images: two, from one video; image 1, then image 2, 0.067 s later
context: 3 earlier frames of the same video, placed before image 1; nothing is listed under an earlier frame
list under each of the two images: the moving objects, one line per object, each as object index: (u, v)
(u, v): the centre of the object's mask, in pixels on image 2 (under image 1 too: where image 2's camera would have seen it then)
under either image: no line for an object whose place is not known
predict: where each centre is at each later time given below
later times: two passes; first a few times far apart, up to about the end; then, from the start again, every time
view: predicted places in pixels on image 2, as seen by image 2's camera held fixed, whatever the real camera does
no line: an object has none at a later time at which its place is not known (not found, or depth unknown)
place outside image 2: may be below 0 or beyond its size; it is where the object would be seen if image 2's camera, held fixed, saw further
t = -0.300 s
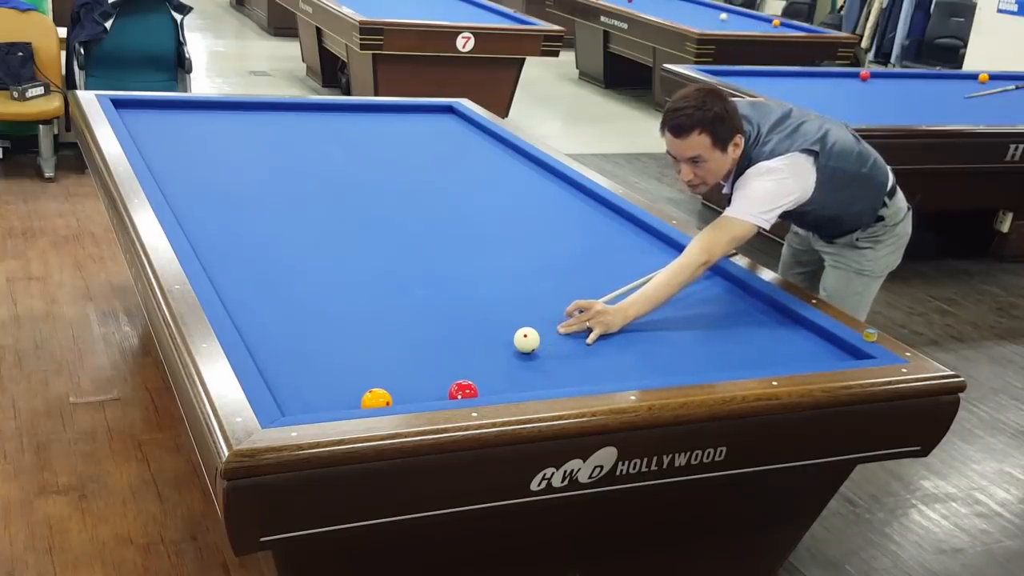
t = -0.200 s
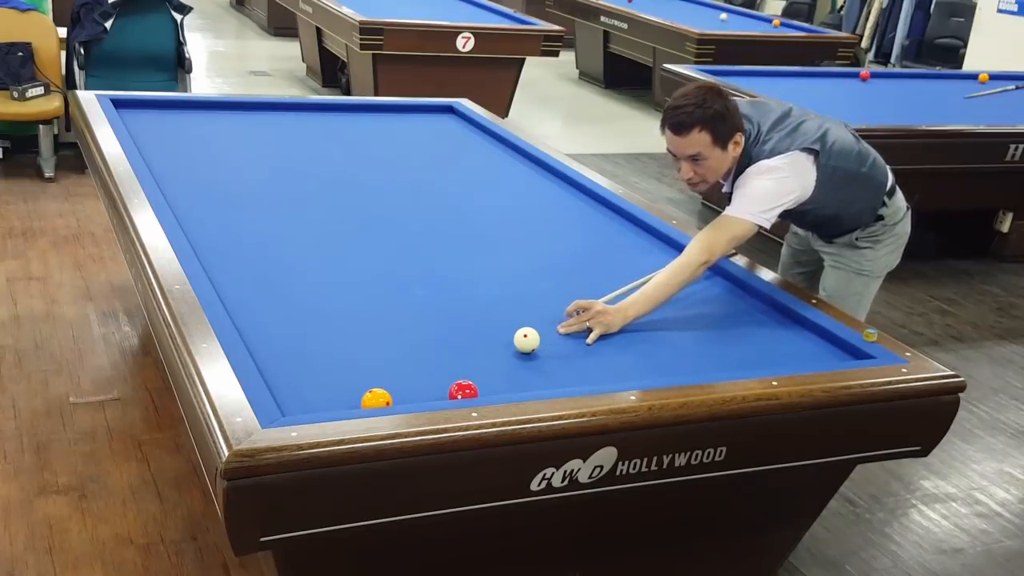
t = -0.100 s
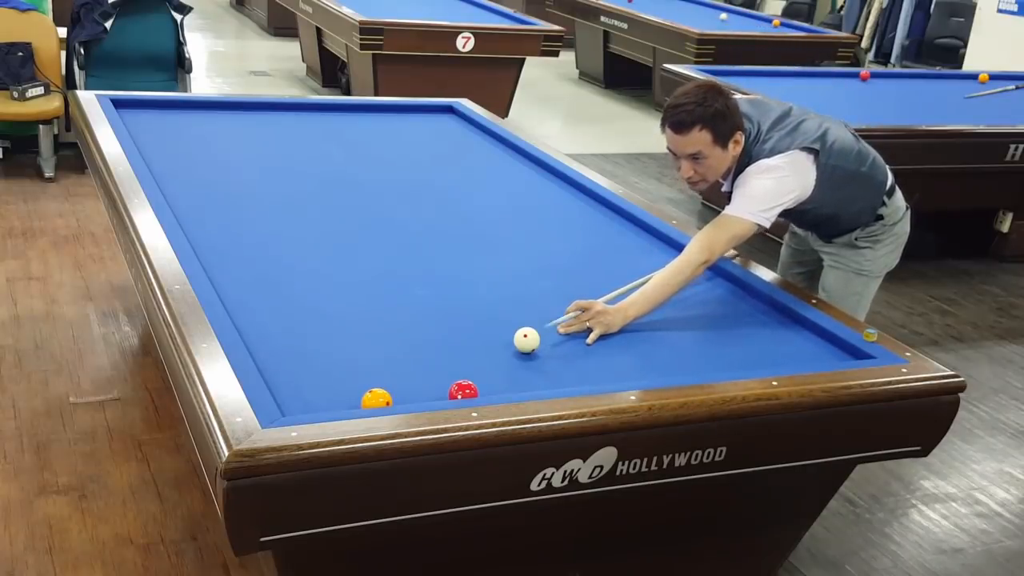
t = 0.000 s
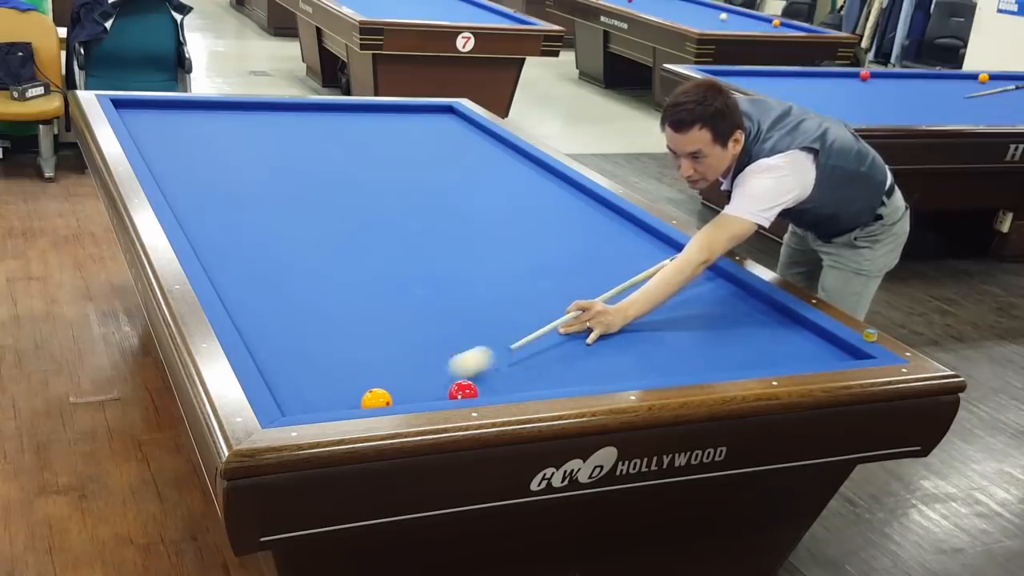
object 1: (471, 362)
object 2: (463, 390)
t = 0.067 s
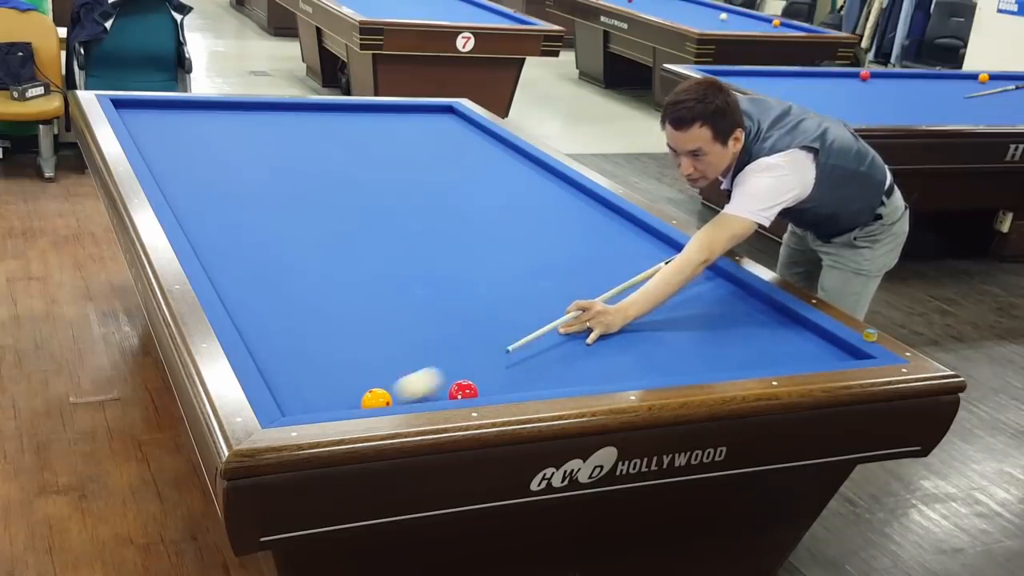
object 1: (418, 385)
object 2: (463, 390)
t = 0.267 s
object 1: (387, 398)
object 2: (463, 390)
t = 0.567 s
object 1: (323, 401)
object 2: (463, 390)
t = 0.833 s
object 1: (311, 403)
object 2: (463, 390)
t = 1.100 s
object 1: (348, 401)
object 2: (463, 390)
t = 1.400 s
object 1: (381, 397)
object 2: (463, 390)
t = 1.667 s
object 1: (406, 393)
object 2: (463, 390)
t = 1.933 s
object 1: (429, 389)
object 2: (463, 390)
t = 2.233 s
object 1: (441, 384)
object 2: (467, 389)
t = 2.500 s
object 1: (448, 378)
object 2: (471, 388)
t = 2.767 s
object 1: (455, 373)
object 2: (476, 387)
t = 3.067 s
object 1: (462, 369)
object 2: (479, 386)
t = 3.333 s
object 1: (468, 365)
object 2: (481, 386)
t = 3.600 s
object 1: (472, 363)
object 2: (481, 386)
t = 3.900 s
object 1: (477, 360)
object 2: (480, 386)
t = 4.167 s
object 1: (480, 358)
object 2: (480, 386)
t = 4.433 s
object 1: (482, 356)
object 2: (480, 386)
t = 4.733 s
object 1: (483, 355)
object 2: (480, 386)
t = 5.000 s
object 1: (485, 354)
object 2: (480, 386)
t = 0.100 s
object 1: (398, 392)
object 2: (463, 390)
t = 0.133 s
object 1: (397, 394)
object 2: (463, 390)
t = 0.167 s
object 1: (397, 395)
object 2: (463, 390)
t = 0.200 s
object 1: (395, 396)
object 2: (463, 390)
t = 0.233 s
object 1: (392, 397)
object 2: (463, 390)
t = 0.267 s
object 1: (387, 398)
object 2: (463, 390)
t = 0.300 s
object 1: (382, 397)
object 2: (463, 390)
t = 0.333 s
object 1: (376, 397)
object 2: (463, 390)
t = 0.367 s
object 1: (369, 397)
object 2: (463, 390)
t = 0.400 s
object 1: (361, 398)
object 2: (463, 390)
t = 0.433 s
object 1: (353, 398)
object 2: (463, 390)
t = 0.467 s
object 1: (346, 399)
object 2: (463, 390)
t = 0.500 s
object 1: (338, 399)
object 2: (463, 390)
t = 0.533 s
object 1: (330, 400)
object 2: (463, 390)
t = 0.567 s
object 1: (323, 401)
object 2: (463, 390)
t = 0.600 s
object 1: (315, 401)
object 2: (463, 390)
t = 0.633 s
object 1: (307, 402)
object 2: (463, 390)
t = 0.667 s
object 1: (299, 402)
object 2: (463, 390)
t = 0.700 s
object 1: (293, 403)
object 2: (463, 390)
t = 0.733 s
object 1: (295, 403)
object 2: (463, 390)
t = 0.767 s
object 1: (301, 403)
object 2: (463, 390)
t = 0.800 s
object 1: (306, 403)
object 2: (463, 390)
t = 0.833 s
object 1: (311, 403)
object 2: (463, 390)
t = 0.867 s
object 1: (315, 403)
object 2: (463, 390)
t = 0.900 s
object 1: (320, 403)
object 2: (463, 390)
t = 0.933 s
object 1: (325, 402)
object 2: (463, 390)
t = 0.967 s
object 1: (330, 402)
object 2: (463, 390)
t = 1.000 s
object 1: (335, 402)
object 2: (463, 390)
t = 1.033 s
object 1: (339, 402)
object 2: (463, 390)
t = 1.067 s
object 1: (344, 401)
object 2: (463, 390)
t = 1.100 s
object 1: (348, 401)
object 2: (463, 390)
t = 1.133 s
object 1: (353, 401)
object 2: (463, 390)
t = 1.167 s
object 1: (357, 400)
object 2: (463, 390)
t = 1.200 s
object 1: (360, 400)
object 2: (463, 390)
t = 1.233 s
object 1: (364, 400)
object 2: (463, 390)
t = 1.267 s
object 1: (367, 399)
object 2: (463, 390)
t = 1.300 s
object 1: (371, 398)
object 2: (463, 390)
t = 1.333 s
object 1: (374, 398)
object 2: (463, 390)
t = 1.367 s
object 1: (377, 397)
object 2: (463, 390)
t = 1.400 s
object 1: (381, 397)
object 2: (463, 390)
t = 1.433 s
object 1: (384, 396)
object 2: (463, 390)
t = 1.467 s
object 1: (387, 396)
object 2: (463, 390)
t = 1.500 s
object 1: (390, 395)
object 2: (463, 390)
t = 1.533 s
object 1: (393, 395)
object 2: (463, 390)
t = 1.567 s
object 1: (396, 395)
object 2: (463, 390)
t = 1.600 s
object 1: (399, 394)
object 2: (463, 390)
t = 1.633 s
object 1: (403, 393)
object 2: (463, 390)
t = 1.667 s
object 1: (406, 393)
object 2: (463, 390)
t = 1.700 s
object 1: (409, 392)
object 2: (463, 390)
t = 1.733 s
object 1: (412, 392)
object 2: (463, 390)
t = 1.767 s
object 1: (415, 391)
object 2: (463, 390)
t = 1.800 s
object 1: (417, 391)
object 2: (463, 390)
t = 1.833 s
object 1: (420, 390)
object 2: (463, 390)
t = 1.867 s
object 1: (423, 390)
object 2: (463, 390)
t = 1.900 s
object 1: (426, 389)
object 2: (463, 390)
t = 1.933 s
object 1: (429, 389)
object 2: (463, 390)
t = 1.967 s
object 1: (431, 388)
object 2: (463, 390)
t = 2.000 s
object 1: (434, 388)
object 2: (463, 390)
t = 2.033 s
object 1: (435, 387)
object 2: (464, 390)
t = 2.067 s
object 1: (436, 387)
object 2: (464, 390)
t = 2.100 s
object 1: (437, 386)
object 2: (465, 390)
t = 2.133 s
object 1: (438, 386)
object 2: (466, 389)
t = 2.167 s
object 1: (439, 385)
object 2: (466, 389)
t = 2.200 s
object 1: (440, 385)
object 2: (467, 389)
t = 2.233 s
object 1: (441, 384)
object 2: (467, 389)
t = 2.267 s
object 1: (442, 383)
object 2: (468, 389)
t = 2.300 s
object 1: (443, 382)
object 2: (468, 389)
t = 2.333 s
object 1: (444, 382)
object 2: (469, 389)
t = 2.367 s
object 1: (445, 381)
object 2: (469, 388)
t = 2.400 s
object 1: (446, 380)
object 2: (470, 388)
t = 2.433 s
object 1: (447, 380)
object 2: (470, 388)
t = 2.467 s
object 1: (447, 379)
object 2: (471, 388)
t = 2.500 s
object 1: (448, 378)
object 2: (471, 388)
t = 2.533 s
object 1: (449, 378)
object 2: (473, 388)
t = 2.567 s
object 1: (450, 377)
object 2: (473, 387)
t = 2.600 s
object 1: (451, 376)
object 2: (473, 387)
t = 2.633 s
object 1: (452, 376)
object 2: (474, 387)
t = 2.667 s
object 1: (453, 375)
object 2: (475, 387)
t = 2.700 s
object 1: (454, 374)
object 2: (475, 387)
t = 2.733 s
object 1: (454, 374)
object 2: (475, 387)
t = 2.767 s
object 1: (455, 373)
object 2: (476, 387)
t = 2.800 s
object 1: (456, 373)
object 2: (476, 387)
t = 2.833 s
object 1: (457, 373)
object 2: (477, 387)
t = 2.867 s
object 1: (457, 372)
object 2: (477, 387)
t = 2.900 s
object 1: (458, 371)
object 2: (478, 387)
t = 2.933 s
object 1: (459, 371)
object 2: (478, 387)
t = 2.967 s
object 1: (460, 370)
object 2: (478, 387)
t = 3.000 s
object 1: (461, 370)
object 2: (479, 387)
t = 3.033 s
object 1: (461, 370)
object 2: (479, 387)
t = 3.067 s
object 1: (462, 369)
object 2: (479, 386)
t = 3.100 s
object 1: (463, 369)
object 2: (480, 386)
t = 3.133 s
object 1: (463, 368)
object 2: (480, 386)
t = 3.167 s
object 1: (464, 368)
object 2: (481, 386)
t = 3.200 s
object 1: (465, 367)
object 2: (481, 386)
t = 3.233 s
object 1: (466, 367)
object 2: (481, 386)
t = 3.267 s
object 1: (466, 366)
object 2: (481, 386)
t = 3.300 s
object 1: (467, 366)
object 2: (481, 386)
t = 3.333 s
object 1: (468, 365)
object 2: (481, 386)
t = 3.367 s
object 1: (468, 365)
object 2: (481, 386)
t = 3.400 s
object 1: (469, 365)
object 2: (481, 386)
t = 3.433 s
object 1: (469, 364)
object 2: (481, 386)
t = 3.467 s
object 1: (470, 364)
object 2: (481, 386)
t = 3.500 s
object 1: (471, 364)
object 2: (481, 386)
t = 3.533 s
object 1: (471, 363)
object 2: (481, 386)
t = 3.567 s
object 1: (472, 363)
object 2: (481, 386)
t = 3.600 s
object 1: (472, 363)
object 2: (481, 386)
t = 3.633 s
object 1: (473, 362)
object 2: (481, 386)
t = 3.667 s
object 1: (473, 362)
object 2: (481, 386)
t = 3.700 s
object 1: (474, 361)
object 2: (481, 386)
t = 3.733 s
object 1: (475, 361)
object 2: (480, 386)
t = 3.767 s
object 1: (475, 361)
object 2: (480, 386)
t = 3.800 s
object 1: (475, 361)
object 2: (480, 386)
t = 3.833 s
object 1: (476, 360)
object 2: (480, 386)
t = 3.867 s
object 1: (477, 360)
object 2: (480, 386)
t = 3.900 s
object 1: (477, 360)
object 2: (480, 386)
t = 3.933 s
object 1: (477, 360)
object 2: (480, 386)
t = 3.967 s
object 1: (478, 360)
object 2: (480, 386)
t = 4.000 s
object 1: (478, 359)
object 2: (480, 386)
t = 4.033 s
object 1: (478, 359)
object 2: (480, 386)
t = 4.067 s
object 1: (479, 359)
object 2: (480, 386)
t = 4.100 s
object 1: (479, 359)
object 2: (480, 386)
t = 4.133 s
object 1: (480, 358)
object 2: (480, 386)
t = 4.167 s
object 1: (480, 358)
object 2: (480, 386)
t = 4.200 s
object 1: (480, 358)
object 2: (480, 386)
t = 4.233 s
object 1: (480, 358)
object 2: (480, 386)
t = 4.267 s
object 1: (481, 357)
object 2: (480, 386)
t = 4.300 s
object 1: (481, 357)
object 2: (480, 386)
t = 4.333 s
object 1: (481, 357)
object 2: (480, 386)
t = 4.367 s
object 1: (481, 357)
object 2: (480, 386)
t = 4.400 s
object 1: (481, 357)
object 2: (480, 386)
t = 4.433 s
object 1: (482, 356)
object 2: (480, 386)
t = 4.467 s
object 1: (482, 356)
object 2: (480, 386)
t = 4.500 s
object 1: (482, 356)
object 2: (480, 386)
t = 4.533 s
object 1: (482, 356)
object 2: (480, 386)
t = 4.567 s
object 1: (482, 356)
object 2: (480, 386)
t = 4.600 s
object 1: (482, 355)
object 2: (480, 386)
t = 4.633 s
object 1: (483, 355)
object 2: (480, 386)
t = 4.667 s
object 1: (483, 355)
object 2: (480, 386)
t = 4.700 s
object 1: (483, 355)
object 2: (480, 386)
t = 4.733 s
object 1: (483, 355)
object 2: (480, 386)
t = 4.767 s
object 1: (483, 355)
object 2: (480, 386)
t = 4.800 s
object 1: (484, 355)
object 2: (480, 386)
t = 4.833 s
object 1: (484, 354)
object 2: (480, 386)
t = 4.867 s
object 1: (484, 354)
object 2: (480, 386)
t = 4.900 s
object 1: (484, 354)
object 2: (480, 386)
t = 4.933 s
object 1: (484, 354)
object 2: (480, 386)
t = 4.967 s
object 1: (485, 354)
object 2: (480, 386)
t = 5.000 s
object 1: (485, 354)
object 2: (480, 386)
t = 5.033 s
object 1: (485, 354)
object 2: (480, 386)
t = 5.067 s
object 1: (485, 354)
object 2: (480, 386)
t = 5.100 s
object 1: (485, 354)
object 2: (480, 386)
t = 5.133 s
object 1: (485, 354)
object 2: (480, 386)
